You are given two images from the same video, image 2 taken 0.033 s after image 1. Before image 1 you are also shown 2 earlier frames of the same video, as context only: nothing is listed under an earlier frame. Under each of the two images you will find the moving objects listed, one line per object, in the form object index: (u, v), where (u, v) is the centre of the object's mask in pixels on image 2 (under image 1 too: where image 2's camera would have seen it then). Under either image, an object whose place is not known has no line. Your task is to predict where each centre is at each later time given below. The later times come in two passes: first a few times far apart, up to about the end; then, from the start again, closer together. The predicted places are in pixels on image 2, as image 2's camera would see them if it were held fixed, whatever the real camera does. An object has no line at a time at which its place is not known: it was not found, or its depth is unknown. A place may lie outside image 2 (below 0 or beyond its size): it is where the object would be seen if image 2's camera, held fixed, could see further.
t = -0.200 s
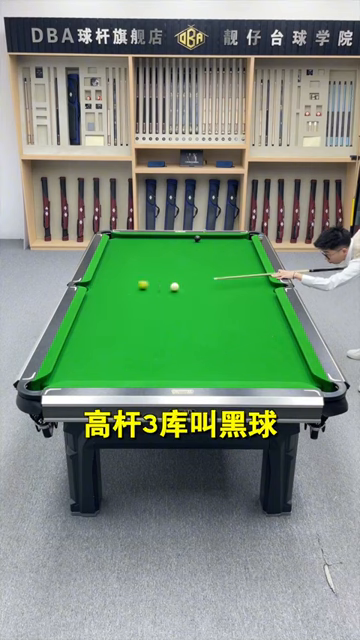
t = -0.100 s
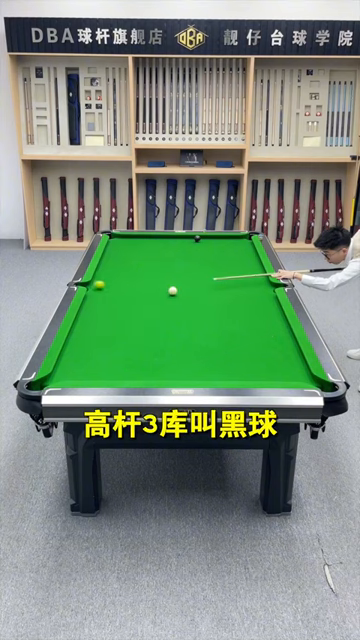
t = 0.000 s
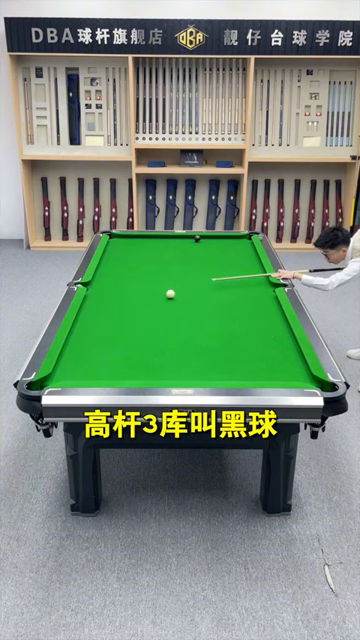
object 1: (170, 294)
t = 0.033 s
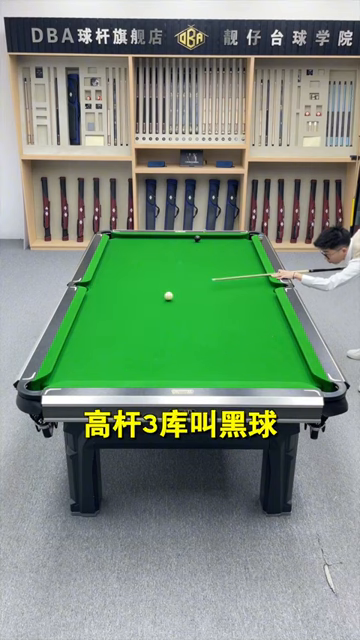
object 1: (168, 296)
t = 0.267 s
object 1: (152, 306)
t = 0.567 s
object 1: (77, 337)
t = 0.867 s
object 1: (138, 374)
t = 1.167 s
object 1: (209, 356)
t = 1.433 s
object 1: (261, 337)
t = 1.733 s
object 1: (264, 319)
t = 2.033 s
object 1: (227, 305)
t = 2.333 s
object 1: (198, 293)
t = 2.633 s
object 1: (173, 283)
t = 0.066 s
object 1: (167, 297)
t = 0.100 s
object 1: (166, 298)
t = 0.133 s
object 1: (164, 299)
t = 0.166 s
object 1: (163, 300)
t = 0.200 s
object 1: (159, 302)
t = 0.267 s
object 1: (152, 306)
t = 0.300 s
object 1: (147, 308)
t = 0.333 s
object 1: (139, 312)
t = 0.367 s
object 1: (134, 314)
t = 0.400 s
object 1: (124, 318)
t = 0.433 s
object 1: (114, 321)
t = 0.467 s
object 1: (102, 325)
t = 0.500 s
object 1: (90, 329)
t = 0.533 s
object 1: (77, 333)
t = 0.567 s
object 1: (77, 337)
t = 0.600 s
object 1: (85, 341)
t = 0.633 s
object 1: (92, 344)
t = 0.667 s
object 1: (99, 348)
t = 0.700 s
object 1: (105, 352)
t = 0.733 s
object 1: (111, 356)
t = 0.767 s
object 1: (118, 361)
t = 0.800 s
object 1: (124, 365)
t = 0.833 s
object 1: (131, 369)
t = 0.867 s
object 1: (138, 374)
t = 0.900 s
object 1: (145, 377)
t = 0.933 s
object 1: (154, 376)
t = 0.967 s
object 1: (164, 373)
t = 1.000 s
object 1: (172, 369)
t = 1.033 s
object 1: (180, 366)
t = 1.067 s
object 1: (187, 364)
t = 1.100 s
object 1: (195, 361)
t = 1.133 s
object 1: (202, 359)
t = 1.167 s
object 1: (209, 356)
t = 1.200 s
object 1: (215, 354)
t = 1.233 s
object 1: (222, 351)
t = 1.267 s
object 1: (228, 349)
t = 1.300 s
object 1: (235, 347)
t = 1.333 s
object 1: (243, 344)
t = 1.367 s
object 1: (249, 341)
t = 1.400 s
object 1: (255, 339)
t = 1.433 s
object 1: (261, 337)
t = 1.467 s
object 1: (266, 335)
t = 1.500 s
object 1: (272, 333)
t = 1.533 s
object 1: (278, 331)
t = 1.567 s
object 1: (283, 329)
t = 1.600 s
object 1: (284, 327)
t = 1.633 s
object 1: (279, 325)
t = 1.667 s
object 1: (274, 324)
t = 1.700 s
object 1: (268, 321)
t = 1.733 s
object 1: (264, 319)
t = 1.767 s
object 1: (260, 318)
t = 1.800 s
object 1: (255, 316)
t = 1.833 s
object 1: (251, 315)
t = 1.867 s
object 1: (247, 313)
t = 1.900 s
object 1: (243, 311)
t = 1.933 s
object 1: (239, 310)
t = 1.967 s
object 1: (236, 308)
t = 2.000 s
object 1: (232, 307)
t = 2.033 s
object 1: (227, 305)
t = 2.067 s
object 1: (224, 304)
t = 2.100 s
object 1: (220, 302)
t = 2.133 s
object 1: (217, 301)
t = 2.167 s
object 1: (214, 300)
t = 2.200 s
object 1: (211, 298)
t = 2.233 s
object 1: (207, 297)
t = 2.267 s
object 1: (204, 296)
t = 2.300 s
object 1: (201, 294)
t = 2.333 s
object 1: (198, 293)
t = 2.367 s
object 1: (195, 292)
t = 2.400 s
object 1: (192, 291)
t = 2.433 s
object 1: (189, 290)
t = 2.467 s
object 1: (186, 288)
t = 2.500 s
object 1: (184, 287)
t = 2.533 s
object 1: (181, 286)
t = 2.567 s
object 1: (178, 285)
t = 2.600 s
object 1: (176, 284)
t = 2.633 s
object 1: (173, 283)
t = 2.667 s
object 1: (171, 282)
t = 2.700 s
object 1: (168, 281)
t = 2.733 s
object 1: (166, 280)
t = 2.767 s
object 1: (163, 279)
